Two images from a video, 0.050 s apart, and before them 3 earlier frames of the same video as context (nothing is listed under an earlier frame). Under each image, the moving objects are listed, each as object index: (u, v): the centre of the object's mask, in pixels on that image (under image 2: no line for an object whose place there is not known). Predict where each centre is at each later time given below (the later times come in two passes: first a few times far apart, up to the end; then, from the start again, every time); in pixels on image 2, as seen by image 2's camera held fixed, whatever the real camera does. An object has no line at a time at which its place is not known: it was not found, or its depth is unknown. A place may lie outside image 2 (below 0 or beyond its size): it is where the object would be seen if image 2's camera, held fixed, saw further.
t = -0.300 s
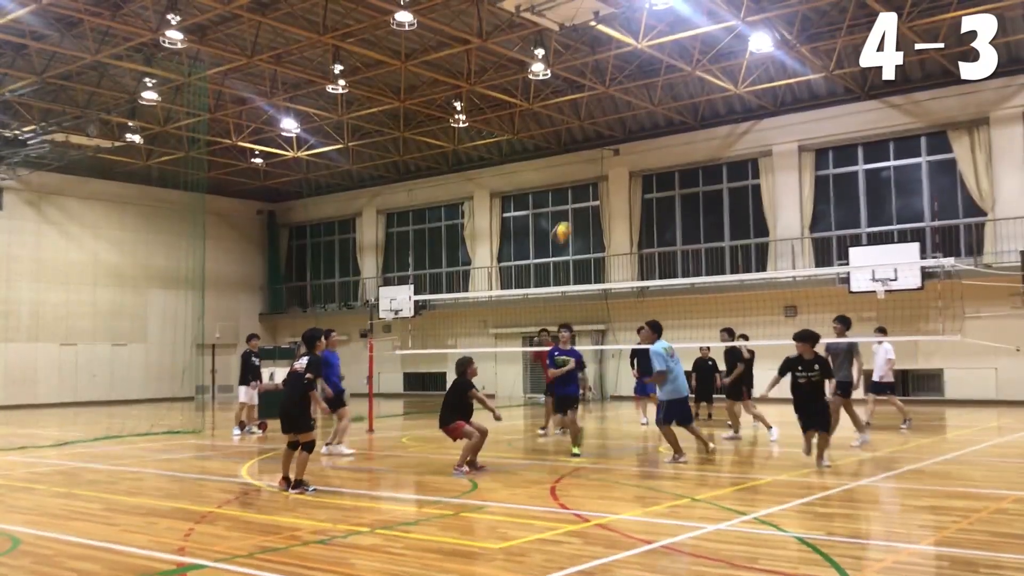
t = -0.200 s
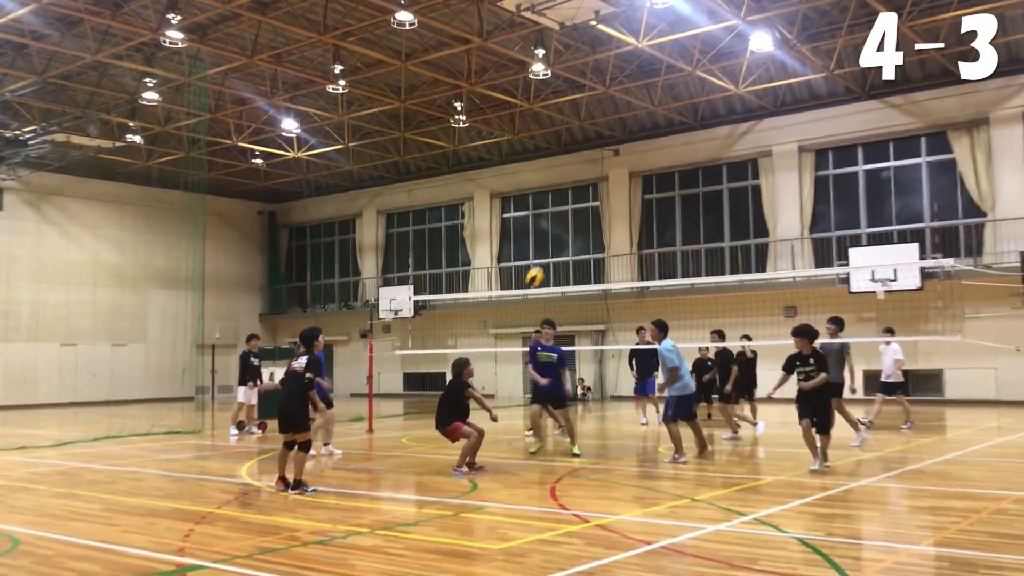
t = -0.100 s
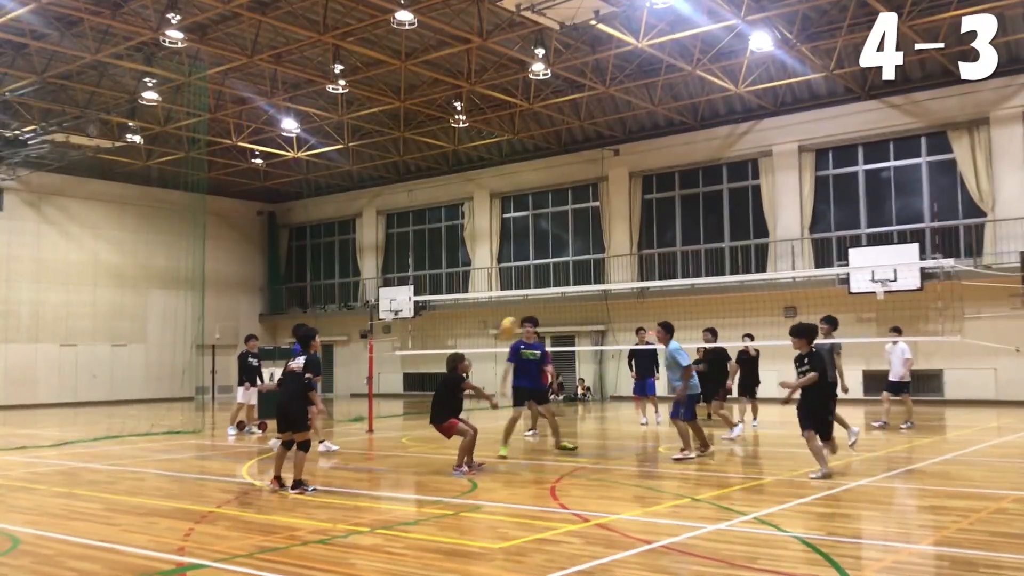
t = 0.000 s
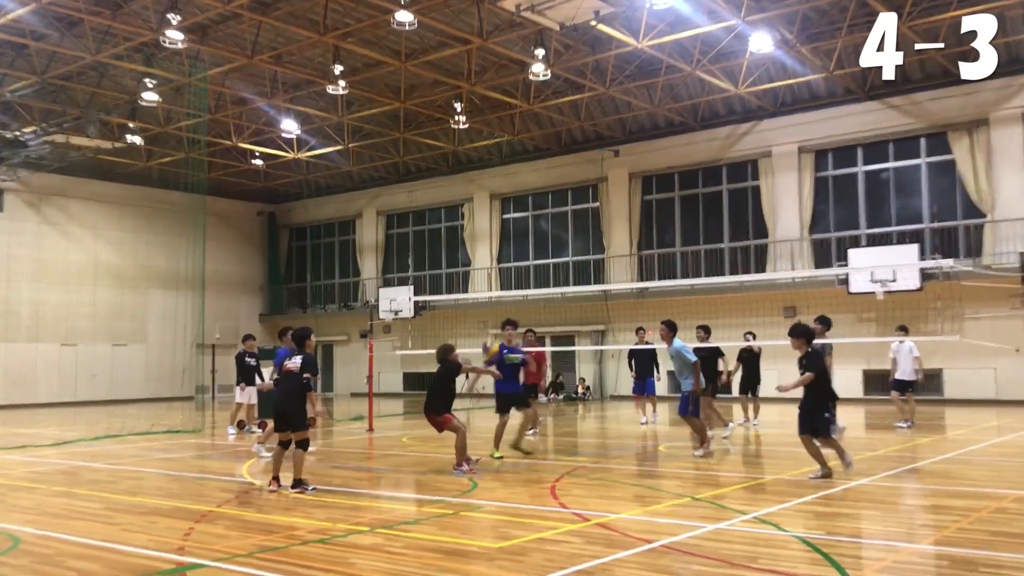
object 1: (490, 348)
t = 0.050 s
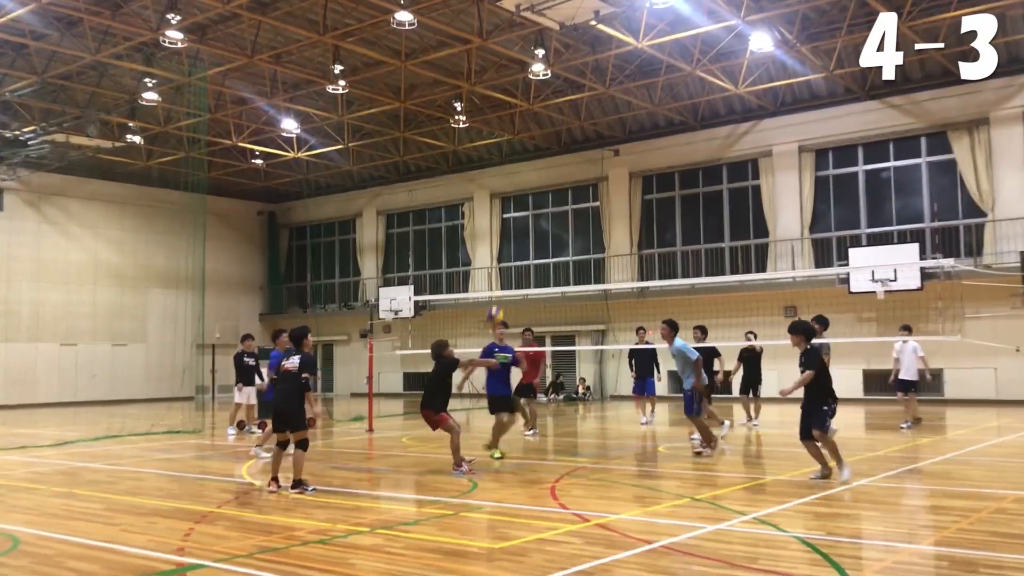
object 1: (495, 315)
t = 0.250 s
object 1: (511, 216)
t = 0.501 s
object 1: (529, 145)
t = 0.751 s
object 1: (547, 127)
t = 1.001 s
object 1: (564, 156)
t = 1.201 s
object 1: (578, 209)
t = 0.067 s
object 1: (496, 305)
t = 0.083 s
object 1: (498, 297)
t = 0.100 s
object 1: (499, 288)
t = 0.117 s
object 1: (501, 279)
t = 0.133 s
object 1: (502, 270)
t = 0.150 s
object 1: (503, 262)
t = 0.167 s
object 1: (505, 253)
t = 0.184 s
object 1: (506, 246)
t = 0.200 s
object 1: (507, 238)
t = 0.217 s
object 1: (509, 231)
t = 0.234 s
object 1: (510, 224)
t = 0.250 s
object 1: (511, 216)
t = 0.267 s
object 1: (513, 210)
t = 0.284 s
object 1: (514, 204)
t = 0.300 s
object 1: (515, 198)
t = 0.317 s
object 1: (516, 193)
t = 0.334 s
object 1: (517, 187)
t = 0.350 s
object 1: (519, 182)
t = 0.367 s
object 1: (520, 177)
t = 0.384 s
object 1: (521, 173)
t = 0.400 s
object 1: (523, 168)
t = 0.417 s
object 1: (524, 164)
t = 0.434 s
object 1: (525, 158)
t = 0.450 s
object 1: (526, 156)
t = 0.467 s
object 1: (526, 152)
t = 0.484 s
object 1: (528, 147)
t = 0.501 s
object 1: (529, 145)
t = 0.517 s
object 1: (530, 142)
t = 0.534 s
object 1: (531, 139)
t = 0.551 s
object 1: (532, 138)
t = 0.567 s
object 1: (534, 135)
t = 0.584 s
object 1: (535, 133)
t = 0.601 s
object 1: (536, 132)
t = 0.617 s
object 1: (537, 131)
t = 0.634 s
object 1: (538, 130)
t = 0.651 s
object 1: (540, 129)
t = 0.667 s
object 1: (541, 128)
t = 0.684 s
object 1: (542, 127)
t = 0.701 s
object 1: (543, 127)
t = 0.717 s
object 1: (545, 127)
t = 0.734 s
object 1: (546, 127)
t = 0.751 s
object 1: (547, 127)
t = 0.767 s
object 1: (548, 128)
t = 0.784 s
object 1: (549, 128)
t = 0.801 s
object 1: (550, 130)
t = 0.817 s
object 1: (552, 131)
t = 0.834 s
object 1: (553, 131)
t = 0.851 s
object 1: (554, 134)
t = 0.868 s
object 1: (556, 128)
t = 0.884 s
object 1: (557, 136)
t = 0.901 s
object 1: (557, 140)
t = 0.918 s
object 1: (559, 140)
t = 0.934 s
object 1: (560, 142)
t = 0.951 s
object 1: (561, 146)
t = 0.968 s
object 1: (561, 148)
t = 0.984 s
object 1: (563, 152)
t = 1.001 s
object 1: (564, 156)
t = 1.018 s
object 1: (565, 159)
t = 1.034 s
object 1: (567, 163)
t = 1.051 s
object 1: (568, 166)
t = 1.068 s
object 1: (569, 170)
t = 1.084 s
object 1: (569, 175)
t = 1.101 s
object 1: (571, 179)
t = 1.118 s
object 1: (572, 183)
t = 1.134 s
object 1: (573, 189)
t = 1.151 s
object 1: (574, 193)
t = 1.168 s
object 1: (575, 198)
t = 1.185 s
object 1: (576, 203)
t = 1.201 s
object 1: (578, 209)
